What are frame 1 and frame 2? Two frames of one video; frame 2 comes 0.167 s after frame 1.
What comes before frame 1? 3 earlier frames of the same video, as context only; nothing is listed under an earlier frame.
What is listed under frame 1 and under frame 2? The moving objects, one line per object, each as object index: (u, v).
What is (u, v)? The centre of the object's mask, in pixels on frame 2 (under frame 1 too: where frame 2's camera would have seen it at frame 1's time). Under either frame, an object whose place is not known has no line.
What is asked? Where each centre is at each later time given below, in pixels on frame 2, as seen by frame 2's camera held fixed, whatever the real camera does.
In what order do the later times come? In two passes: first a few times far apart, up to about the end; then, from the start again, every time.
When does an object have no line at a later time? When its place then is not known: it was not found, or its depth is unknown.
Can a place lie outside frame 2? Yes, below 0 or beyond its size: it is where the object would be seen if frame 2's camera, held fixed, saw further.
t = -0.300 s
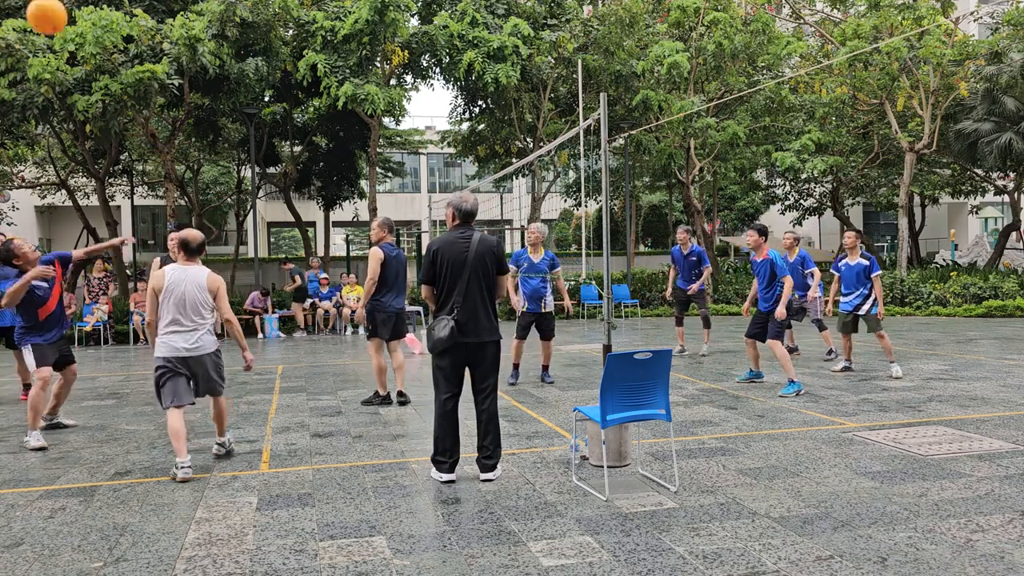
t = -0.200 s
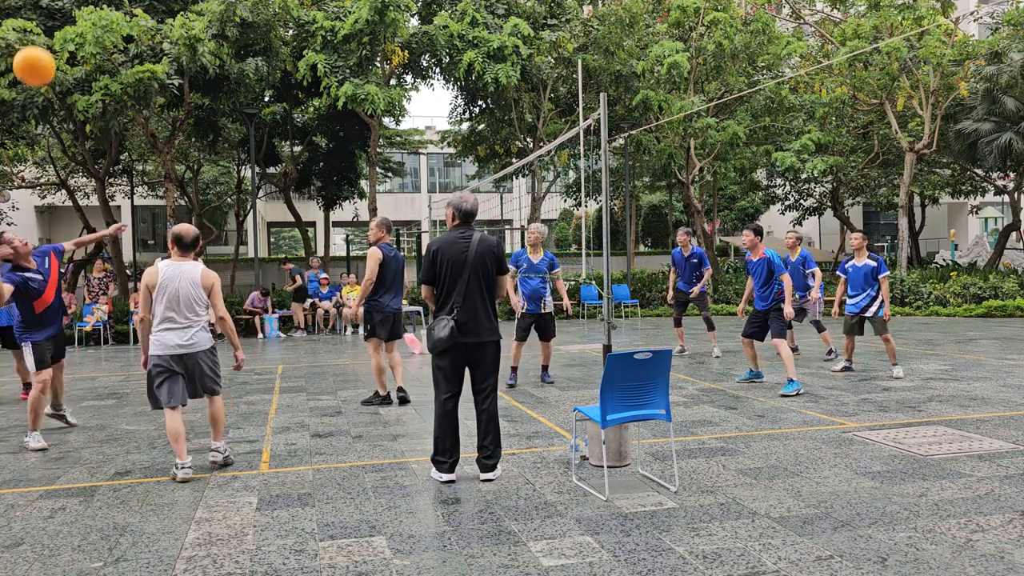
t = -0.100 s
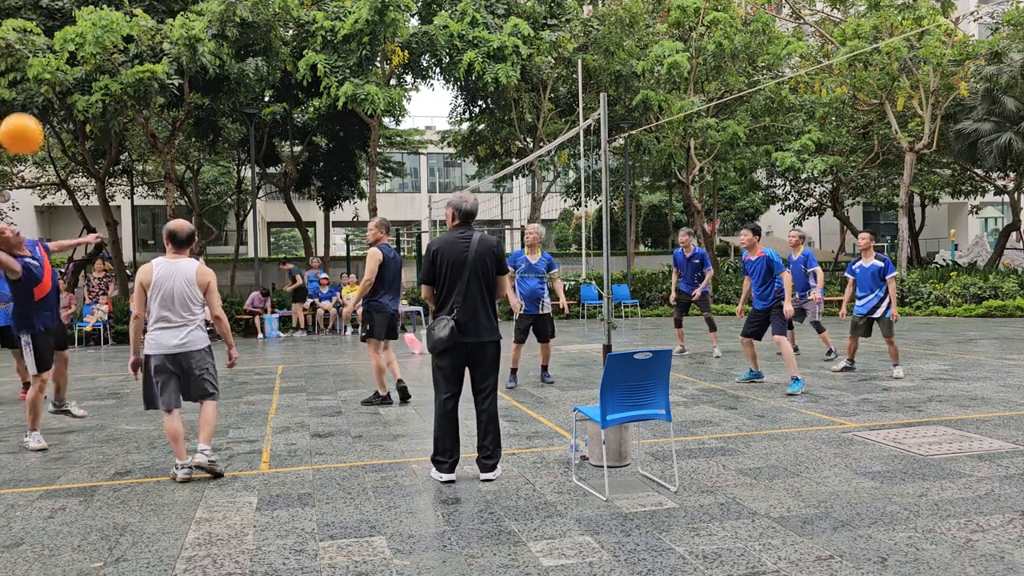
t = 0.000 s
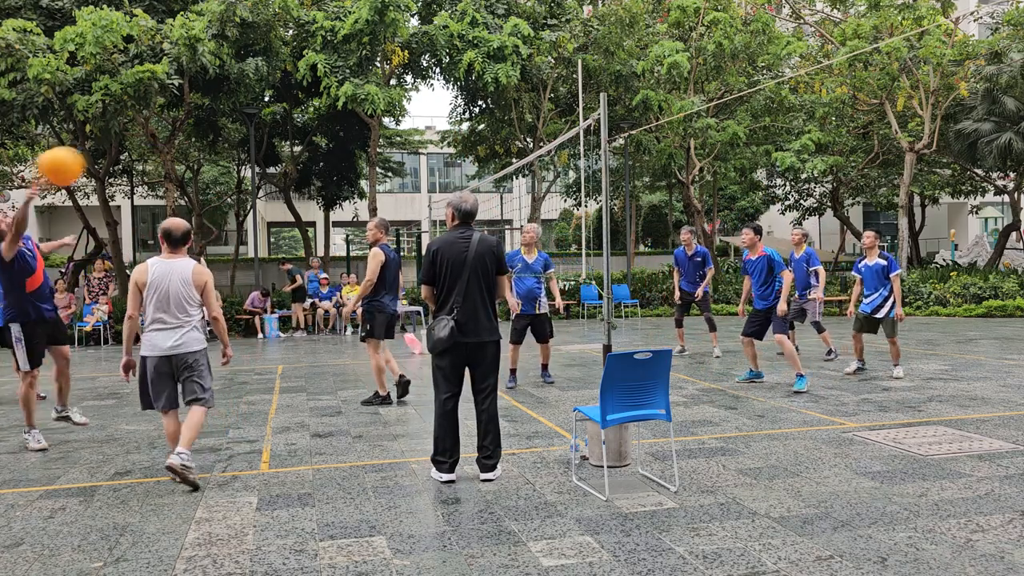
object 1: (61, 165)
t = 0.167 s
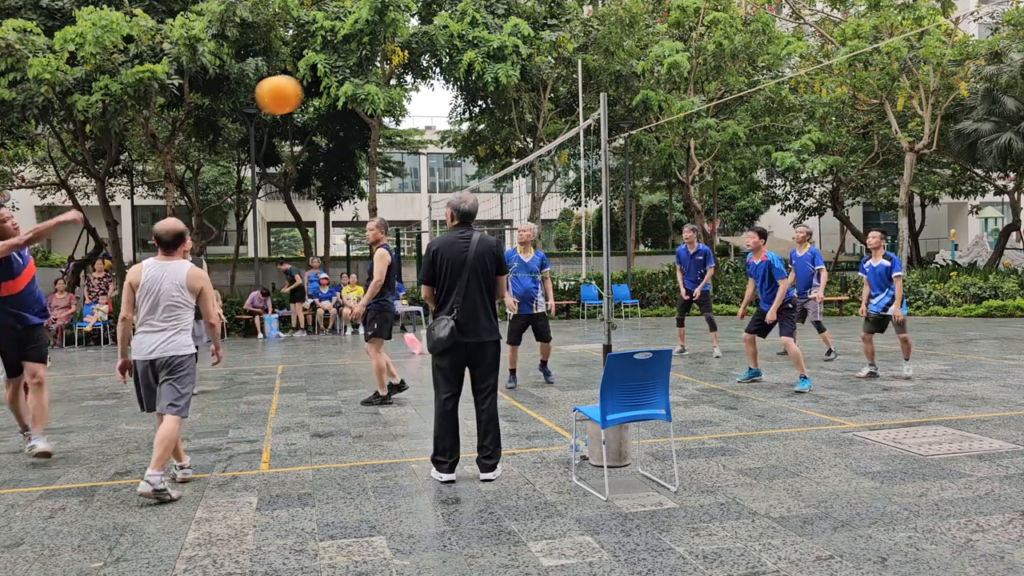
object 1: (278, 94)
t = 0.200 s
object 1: (319, 86)
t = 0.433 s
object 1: (573, 80)
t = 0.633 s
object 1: (756, 135)
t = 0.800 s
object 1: (888, 218)
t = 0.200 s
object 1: (319, 86)
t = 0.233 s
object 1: (359, 80)
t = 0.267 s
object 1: (397, 75)
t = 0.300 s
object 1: (435, 72)
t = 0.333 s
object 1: (471, 72)
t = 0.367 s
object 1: (506, 73)
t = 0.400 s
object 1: (540, 76)
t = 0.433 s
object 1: (573, 80)
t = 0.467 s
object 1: (606, 85)
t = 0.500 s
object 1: (637, 92)
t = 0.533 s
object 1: (667, 100)
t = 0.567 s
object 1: (698, 111)
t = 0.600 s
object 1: (727, 122)
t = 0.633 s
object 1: (756, 135)
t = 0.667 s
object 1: (783, 149)
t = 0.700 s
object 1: (811, 165)
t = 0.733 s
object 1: (837, 182)
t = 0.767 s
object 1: (863, 200)
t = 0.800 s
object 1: (888, 218)
